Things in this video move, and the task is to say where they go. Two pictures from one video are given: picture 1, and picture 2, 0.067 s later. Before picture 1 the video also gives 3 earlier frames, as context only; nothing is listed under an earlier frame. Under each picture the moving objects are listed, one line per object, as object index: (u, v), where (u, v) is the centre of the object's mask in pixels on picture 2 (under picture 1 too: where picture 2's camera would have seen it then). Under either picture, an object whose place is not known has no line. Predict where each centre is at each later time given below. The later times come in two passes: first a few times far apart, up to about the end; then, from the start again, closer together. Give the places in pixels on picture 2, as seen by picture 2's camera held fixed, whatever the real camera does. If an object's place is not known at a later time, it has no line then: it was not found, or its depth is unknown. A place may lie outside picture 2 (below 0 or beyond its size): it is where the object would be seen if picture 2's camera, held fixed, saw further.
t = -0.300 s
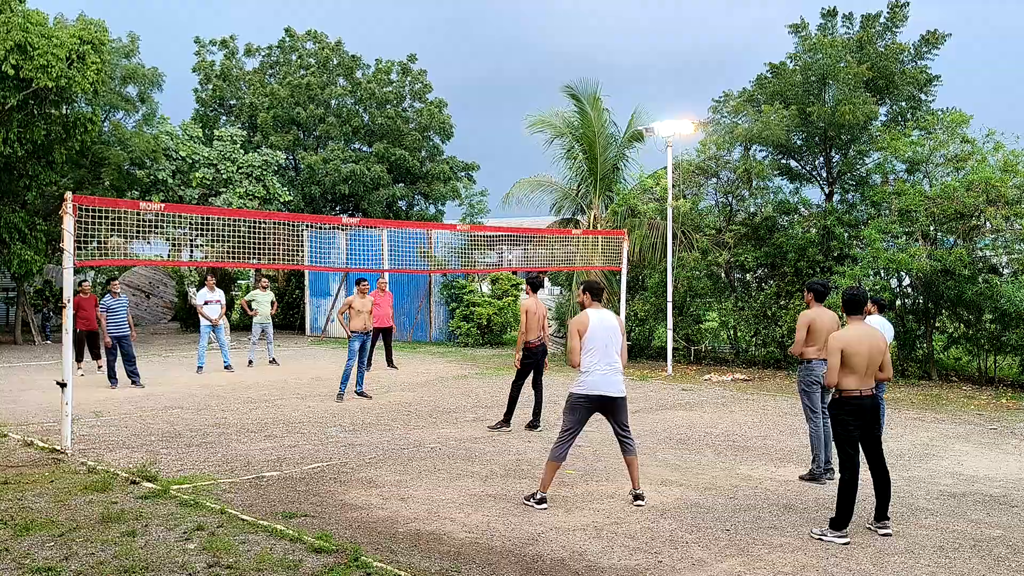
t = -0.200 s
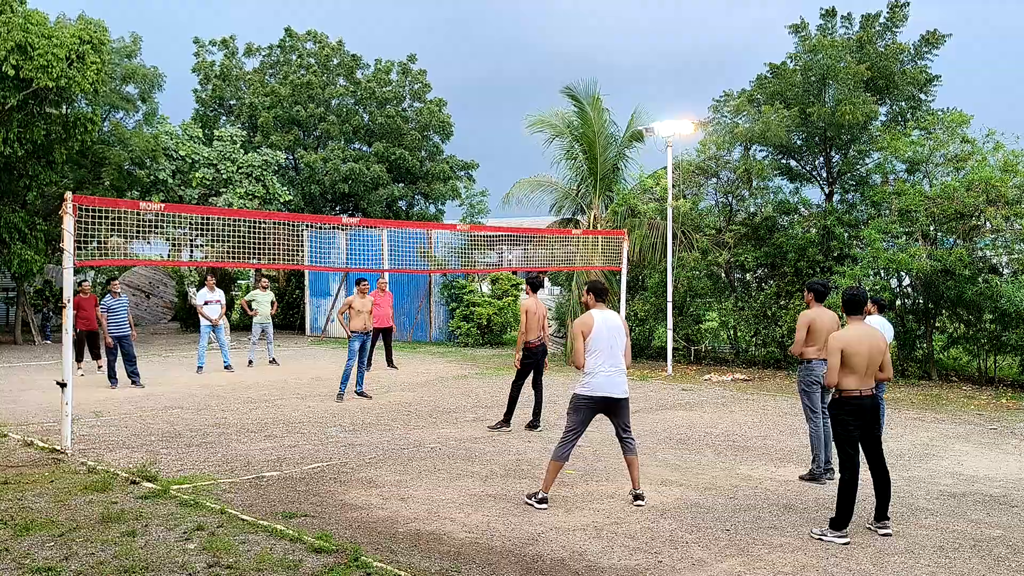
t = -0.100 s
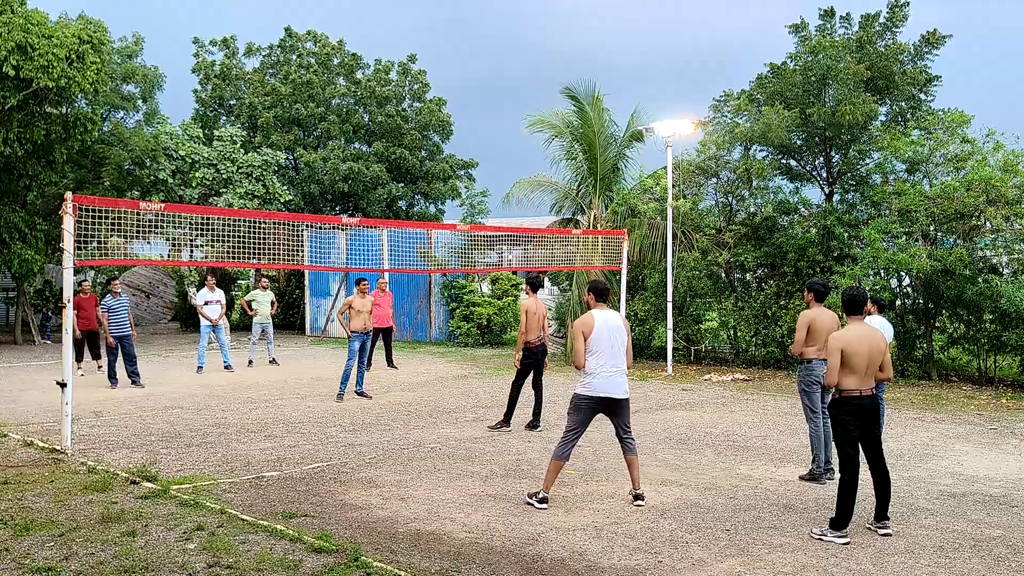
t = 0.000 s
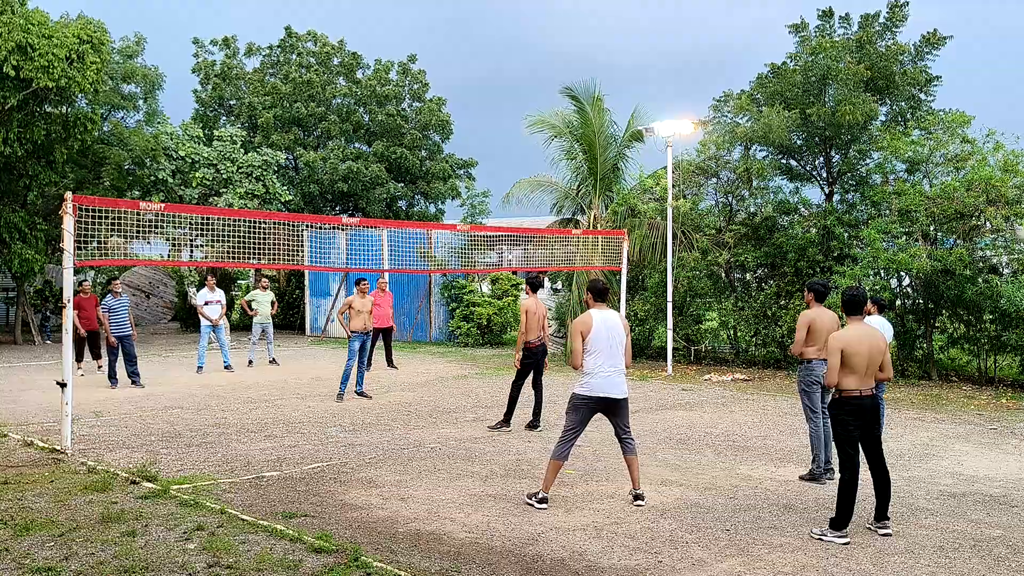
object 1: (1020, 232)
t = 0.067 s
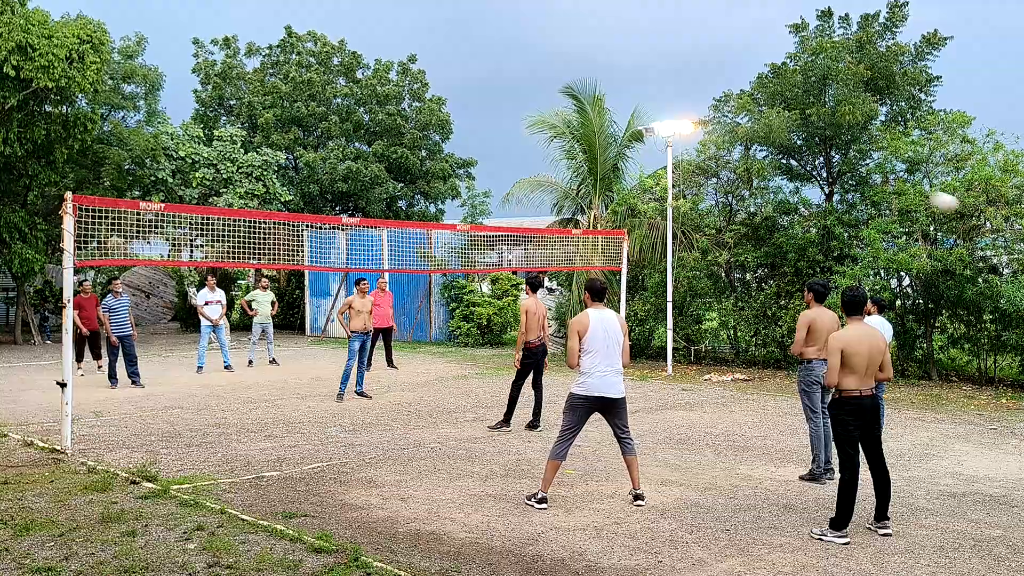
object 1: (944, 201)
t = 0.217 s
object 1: (769, 147)
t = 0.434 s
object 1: (554, 113)
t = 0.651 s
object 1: (375, 126)
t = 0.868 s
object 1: (221, 167)
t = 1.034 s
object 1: (119, 215)
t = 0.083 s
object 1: (924, 194)
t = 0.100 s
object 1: (901, 187)
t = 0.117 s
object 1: (882, 180)
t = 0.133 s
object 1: (862, 173)
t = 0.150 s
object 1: (843, 168)
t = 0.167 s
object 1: (824, 162)
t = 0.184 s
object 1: (805, 156)
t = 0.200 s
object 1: (787, 152)
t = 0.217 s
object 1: (769, 147)
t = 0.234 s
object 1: (751, 142)
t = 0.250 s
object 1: (734, 138)
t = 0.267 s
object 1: (716, 134)
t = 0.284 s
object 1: (699, 132)
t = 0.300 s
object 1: (680, 127)
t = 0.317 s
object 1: (662, 123)
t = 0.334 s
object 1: (647, 123)
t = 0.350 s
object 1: (632, 121)
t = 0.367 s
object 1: (615, 119)
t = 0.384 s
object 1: (598, 118)
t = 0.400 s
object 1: (584, 116)
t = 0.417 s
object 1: (568, 115)
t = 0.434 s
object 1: (554, 113)
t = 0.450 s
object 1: (538, 113)
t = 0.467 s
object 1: (524, 114)
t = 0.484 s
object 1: (509, 114)
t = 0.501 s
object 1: (495, 114)
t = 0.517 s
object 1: (481, 115)
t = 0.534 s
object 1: (467, 115)
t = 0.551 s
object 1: (453, 116)
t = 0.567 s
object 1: (440, 117)
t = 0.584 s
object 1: (426, 119)
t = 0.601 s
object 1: (413, 120)
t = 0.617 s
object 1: (401, 121)
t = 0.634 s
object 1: (387, 124)
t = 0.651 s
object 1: (375, 126)
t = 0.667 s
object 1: (362, 128)
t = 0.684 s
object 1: (350, 130)
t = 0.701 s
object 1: (338, 133)
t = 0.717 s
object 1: (325, 136)
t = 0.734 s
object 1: (314, 138)
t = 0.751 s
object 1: (301, 141)
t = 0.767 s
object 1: (290, 145)
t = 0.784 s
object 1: (278, 148)
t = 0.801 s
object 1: (266, 152)
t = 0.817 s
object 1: (256, 155)
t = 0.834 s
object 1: (244, 159)
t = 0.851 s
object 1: (232, 163)
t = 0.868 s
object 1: (221, 167)
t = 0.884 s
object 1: (212, 172)
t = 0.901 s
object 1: (201, 176)
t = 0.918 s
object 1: (190, 180)
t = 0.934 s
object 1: (180, 184)
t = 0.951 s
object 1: (169, 190)
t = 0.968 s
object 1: (159, 194)
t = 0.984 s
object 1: (150, 198)
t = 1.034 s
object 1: (119, 215)
